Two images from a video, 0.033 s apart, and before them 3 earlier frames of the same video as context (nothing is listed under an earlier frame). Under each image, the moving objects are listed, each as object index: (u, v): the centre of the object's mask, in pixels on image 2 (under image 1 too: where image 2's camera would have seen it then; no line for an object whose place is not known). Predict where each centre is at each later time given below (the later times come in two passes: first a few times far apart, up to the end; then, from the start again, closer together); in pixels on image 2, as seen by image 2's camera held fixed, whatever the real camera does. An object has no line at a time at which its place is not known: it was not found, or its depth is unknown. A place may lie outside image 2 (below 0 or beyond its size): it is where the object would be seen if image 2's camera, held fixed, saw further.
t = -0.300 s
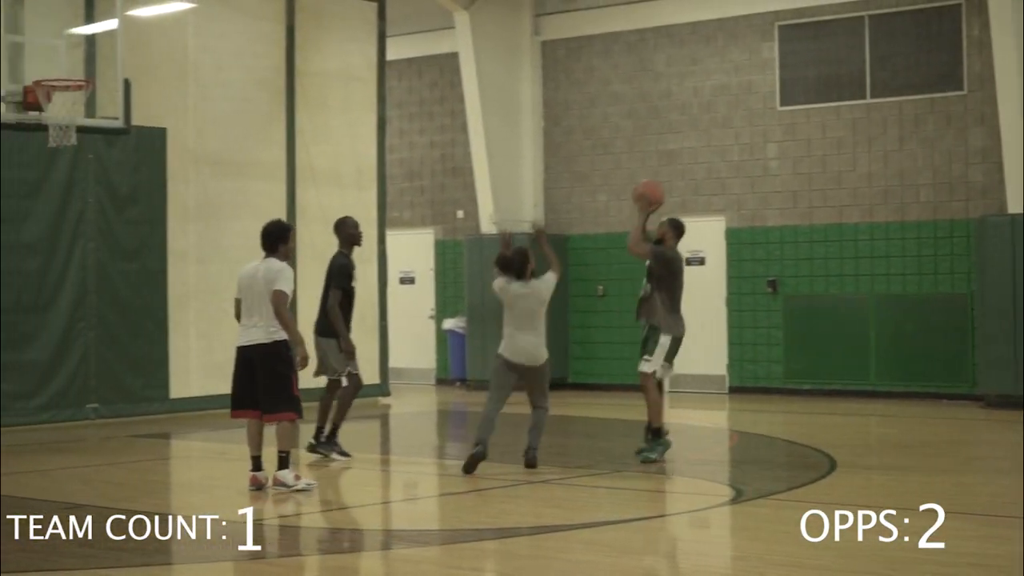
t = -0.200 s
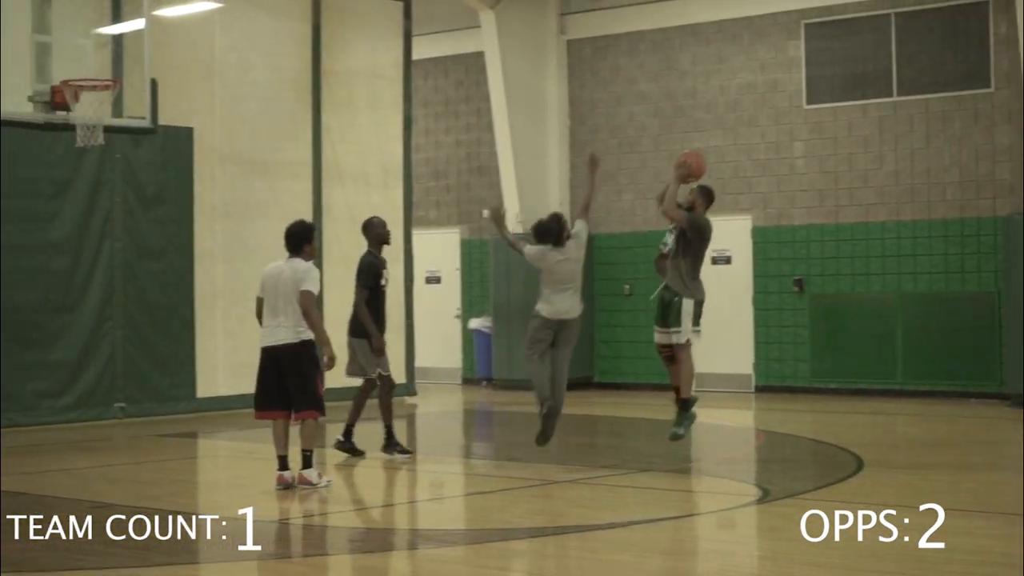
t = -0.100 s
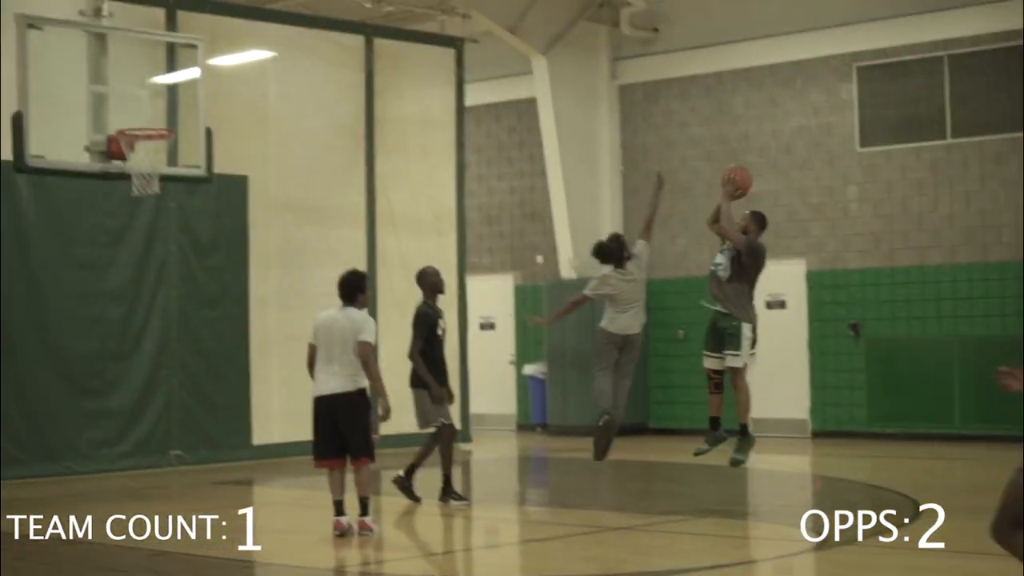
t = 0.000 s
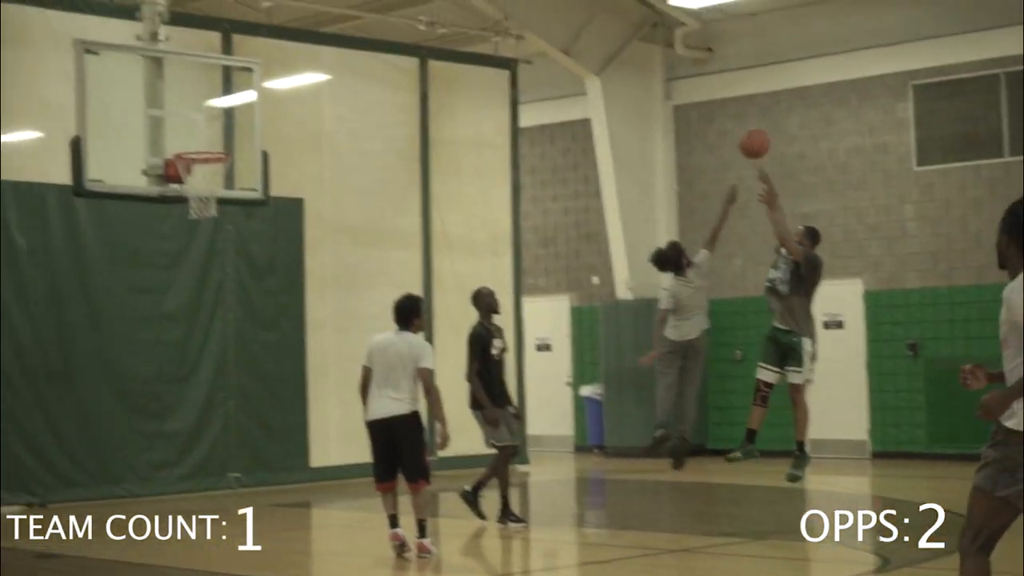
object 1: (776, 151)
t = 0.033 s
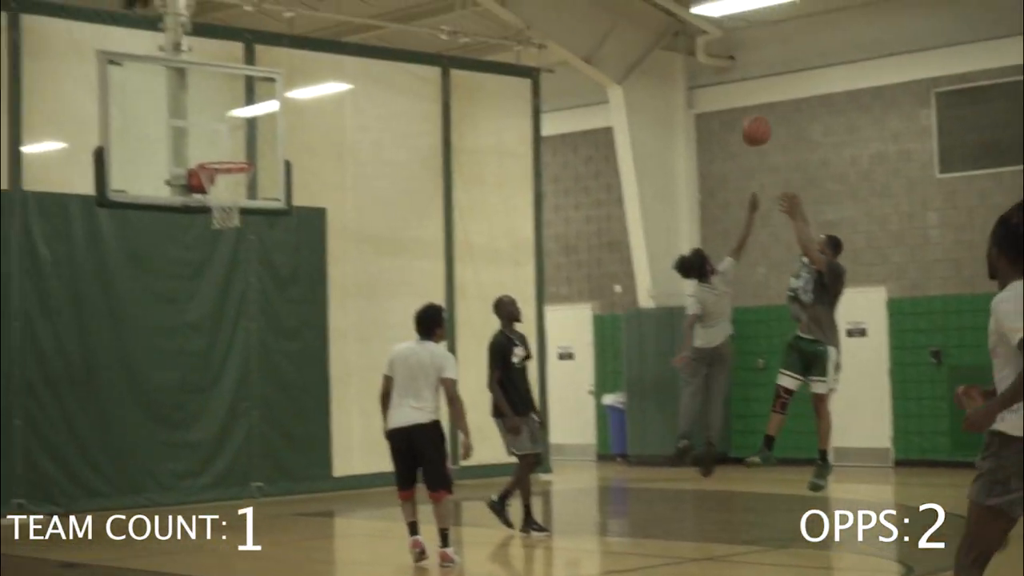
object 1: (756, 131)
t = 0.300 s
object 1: (599, 22)
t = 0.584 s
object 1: (442, 3)
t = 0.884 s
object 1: (283, 87)
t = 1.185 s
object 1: (246, 219)
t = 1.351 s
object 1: (280, 275)
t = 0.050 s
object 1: (746, 122)
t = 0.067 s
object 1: (736, 112)
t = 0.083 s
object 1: (726, 104)
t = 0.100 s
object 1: (715, 95)
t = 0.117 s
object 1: (706, 88)
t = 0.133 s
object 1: (696, 79)
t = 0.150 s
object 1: (687, 73)
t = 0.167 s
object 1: (677, 65)
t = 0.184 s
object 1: (667, 58)
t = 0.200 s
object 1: (657, 52)
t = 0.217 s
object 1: (647, 47)
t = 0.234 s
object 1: (638, 41)
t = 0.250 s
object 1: (629, 36)
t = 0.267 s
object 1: (619, 30)
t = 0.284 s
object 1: (608, 26)
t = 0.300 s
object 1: (599, 22)
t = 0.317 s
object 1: (590, 18)
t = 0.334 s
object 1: (581, 14)
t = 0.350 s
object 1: (572, 11)
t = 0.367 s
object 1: (561, 8)
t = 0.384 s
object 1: (552, 5)
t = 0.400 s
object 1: (543, 4)
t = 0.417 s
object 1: (533, 3)
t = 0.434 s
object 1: (525, 2)
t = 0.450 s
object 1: (515, 2)
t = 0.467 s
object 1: (505, 1)
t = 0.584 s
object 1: (442, 3)
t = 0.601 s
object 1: (433, 5)
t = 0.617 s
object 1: (424, 6)
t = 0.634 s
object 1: (415, 8)
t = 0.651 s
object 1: (406, 11)
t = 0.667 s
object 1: (397, 14)
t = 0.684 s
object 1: (389, 18)
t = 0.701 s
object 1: (380, 22)
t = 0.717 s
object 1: (371, 26)
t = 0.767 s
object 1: (344, 40)
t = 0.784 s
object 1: (336, 45)
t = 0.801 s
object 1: (327, 52)
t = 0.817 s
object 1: (319, 57)
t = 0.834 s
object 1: (310, 66)
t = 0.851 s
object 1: (300, 73)
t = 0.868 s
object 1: (292, 79)
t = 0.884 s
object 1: (283, 87)
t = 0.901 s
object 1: (274, 95)
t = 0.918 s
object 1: (266, 103)
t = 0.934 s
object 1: (257, 113)
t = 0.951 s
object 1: (248, 121)
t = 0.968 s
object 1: (240, 129)
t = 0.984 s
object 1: (231, 139)
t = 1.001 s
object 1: (223, 148)
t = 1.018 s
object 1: (214, 158)
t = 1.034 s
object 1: (208, 168)
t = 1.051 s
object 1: (214, 177)
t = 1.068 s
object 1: (218, 183)
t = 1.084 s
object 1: (223, 190)
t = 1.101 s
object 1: (226, 199)
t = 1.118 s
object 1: (229, 206)
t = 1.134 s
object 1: (235, 209)
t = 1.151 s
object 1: (239, 212)
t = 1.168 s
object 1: (242, 215)
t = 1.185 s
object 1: (246, 219)
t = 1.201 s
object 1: (250, 223)
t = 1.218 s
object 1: (253, 227)
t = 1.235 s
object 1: (256, 232)
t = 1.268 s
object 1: (263, 242)
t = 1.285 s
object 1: (267, 248)
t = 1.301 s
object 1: (270, 254)
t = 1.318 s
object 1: (273, 260)
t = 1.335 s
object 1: (277, 267)
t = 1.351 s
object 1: (280, 275)
